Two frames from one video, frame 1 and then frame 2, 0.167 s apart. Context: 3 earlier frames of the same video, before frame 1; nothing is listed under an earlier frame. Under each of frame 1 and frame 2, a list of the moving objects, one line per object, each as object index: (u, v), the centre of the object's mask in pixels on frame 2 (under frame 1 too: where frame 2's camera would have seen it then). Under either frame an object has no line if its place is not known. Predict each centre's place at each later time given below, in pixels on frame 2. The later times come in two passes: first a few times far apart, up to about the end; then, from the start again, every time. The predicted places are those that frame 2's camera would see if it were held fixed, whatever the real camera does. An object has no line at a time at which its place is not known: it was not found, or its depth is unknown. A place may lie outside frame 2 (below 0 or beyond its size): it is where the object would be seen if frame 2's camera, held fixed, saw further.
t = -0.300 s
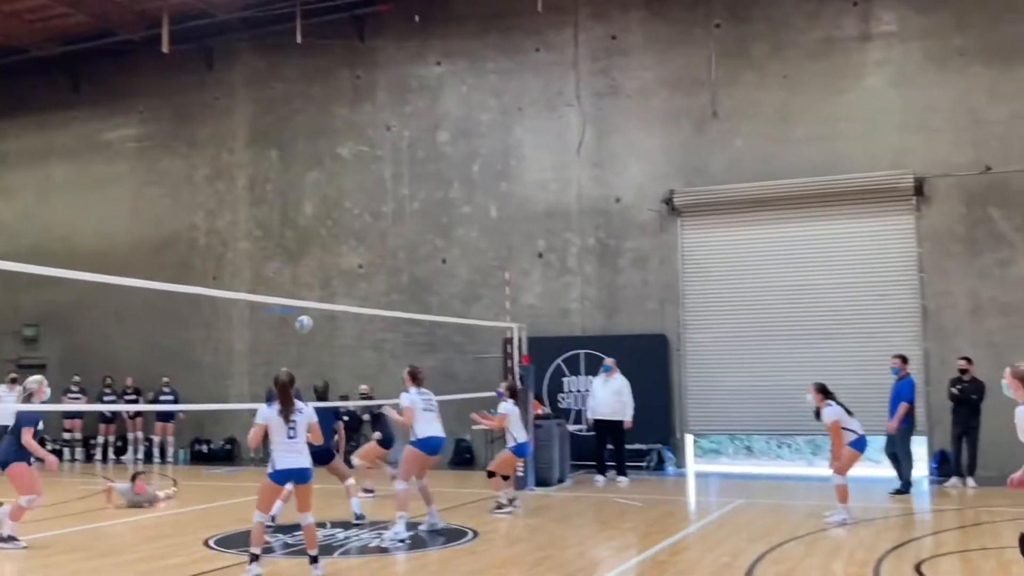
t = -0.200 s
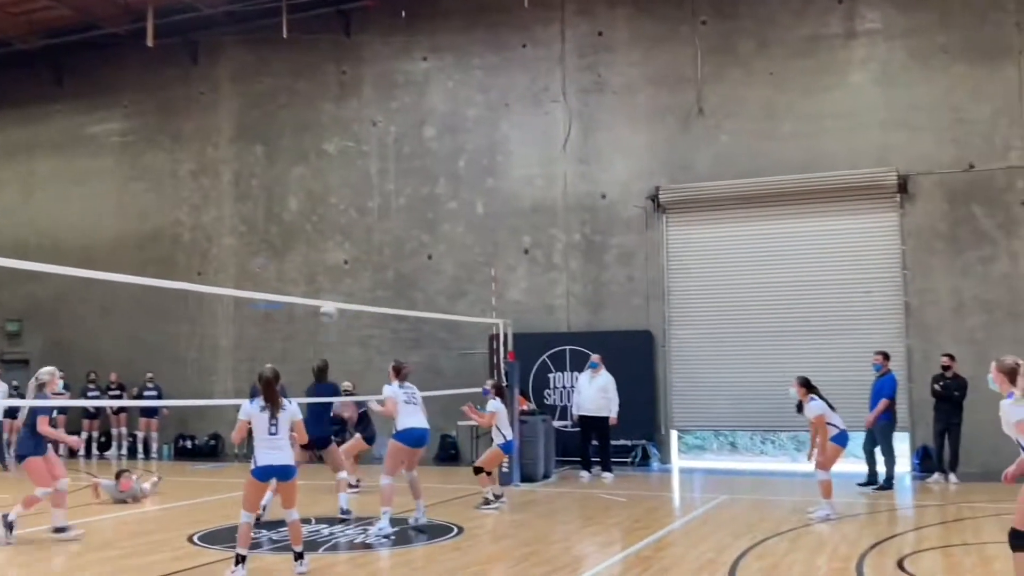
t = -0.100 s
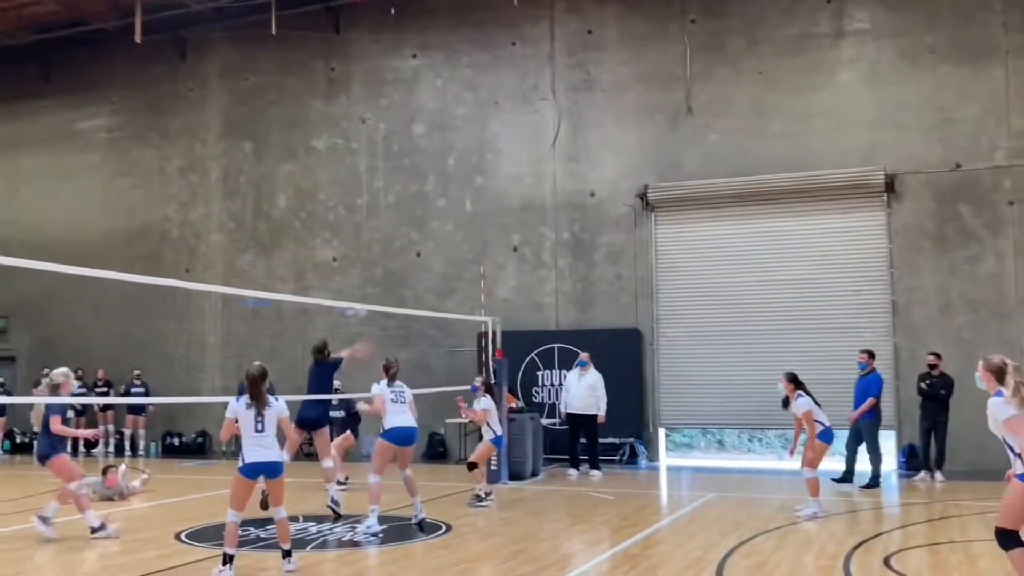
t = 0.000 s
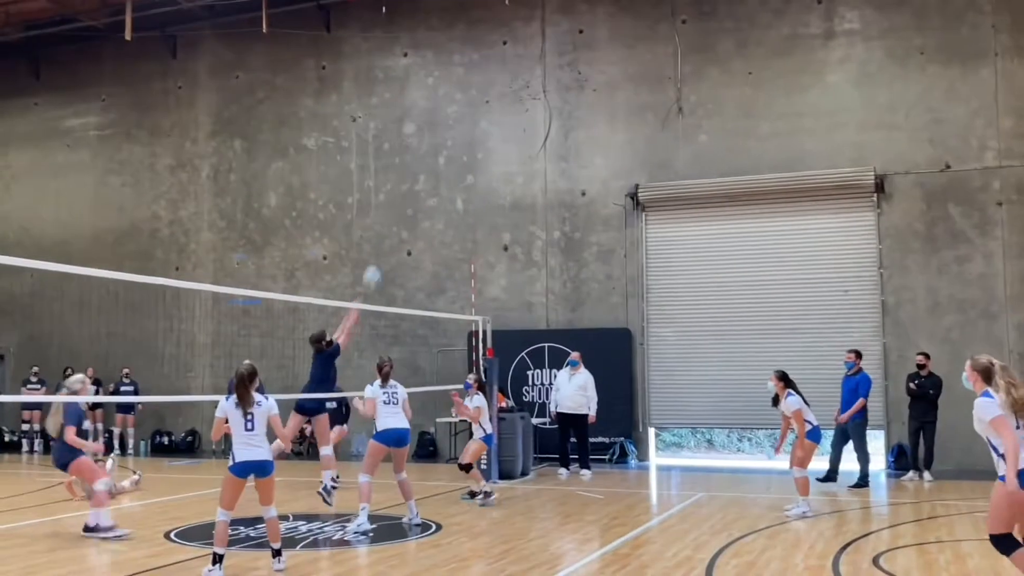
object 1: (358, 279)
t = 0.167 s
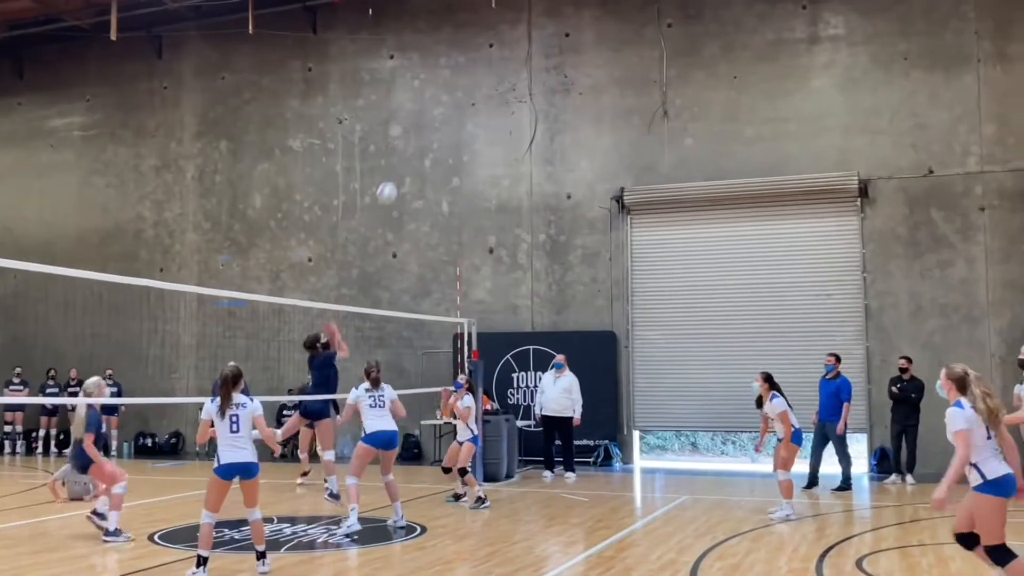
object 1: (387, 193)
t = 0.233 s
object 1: (399, 164)
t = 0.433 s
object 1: (437, 101)
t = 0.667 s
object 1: (490, 66)
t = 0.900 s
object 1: (545, 88)
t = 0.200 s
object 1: (393, 178)
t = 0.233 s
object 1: (399, 164)
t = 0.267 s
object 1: (406, 152)
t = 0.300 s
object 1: (411, 140)
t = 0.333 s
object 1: (418, 128)
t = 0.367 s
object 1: (424, 118)
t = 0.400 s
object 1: (431, 108)
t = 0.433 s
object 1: (437, 101)
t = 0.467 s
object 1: (445, 91)
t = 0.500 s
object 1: (453, 84)
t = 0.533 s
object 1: (460, 79)
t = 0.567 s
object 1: (466, 75)
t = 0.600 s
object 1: (473, 71)
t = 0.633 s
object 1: (482, 68)
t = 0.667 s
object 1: (490, 66)
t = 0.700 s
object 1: (497, 66)
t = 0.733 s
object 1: (505, 66)
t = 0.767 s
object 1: (513, 68)
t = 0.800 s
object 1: (523, 70)
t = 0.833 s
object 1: (530, 75)
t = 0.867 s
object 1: (537, 82)
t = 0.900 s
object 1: (545, 88)
